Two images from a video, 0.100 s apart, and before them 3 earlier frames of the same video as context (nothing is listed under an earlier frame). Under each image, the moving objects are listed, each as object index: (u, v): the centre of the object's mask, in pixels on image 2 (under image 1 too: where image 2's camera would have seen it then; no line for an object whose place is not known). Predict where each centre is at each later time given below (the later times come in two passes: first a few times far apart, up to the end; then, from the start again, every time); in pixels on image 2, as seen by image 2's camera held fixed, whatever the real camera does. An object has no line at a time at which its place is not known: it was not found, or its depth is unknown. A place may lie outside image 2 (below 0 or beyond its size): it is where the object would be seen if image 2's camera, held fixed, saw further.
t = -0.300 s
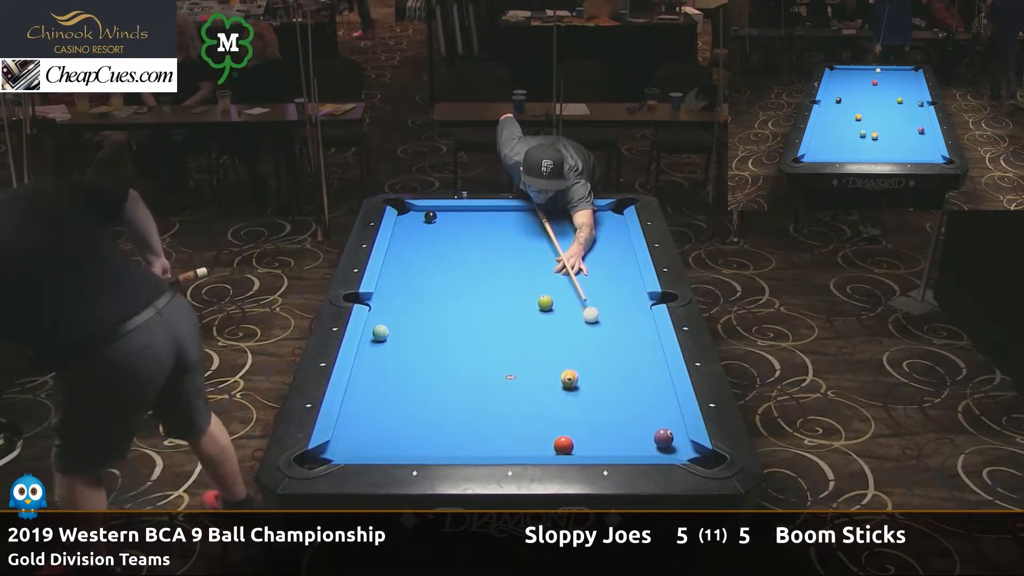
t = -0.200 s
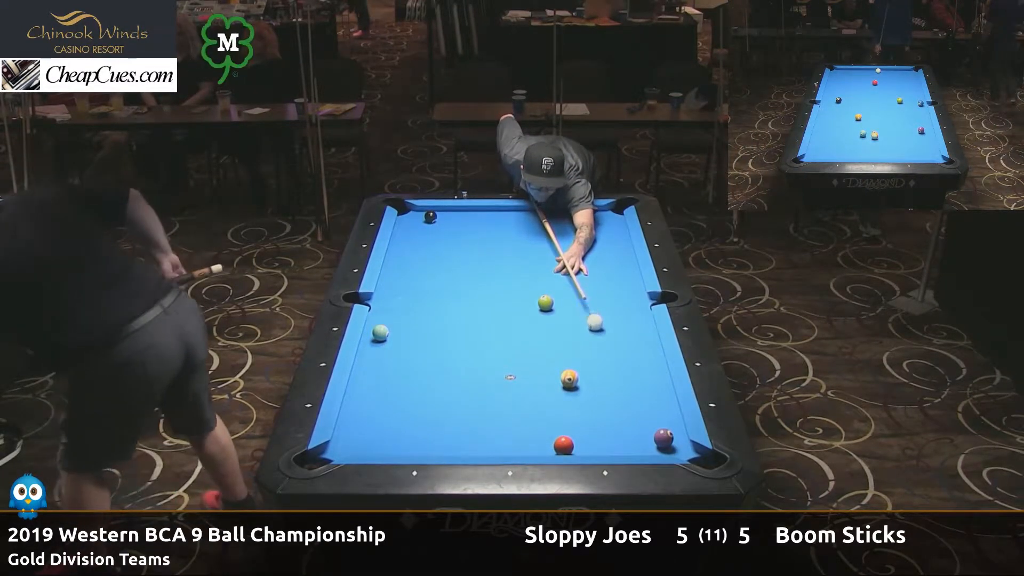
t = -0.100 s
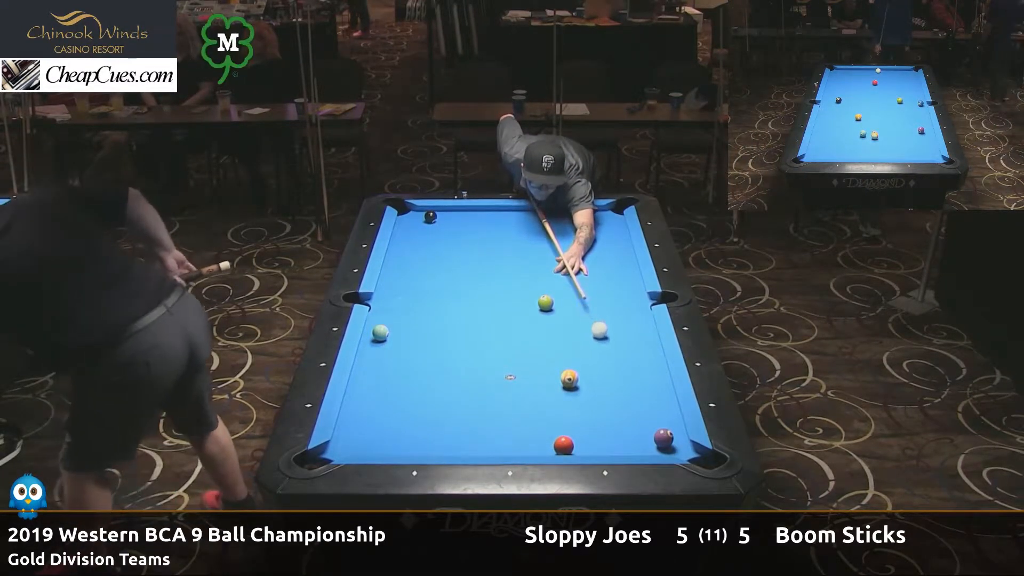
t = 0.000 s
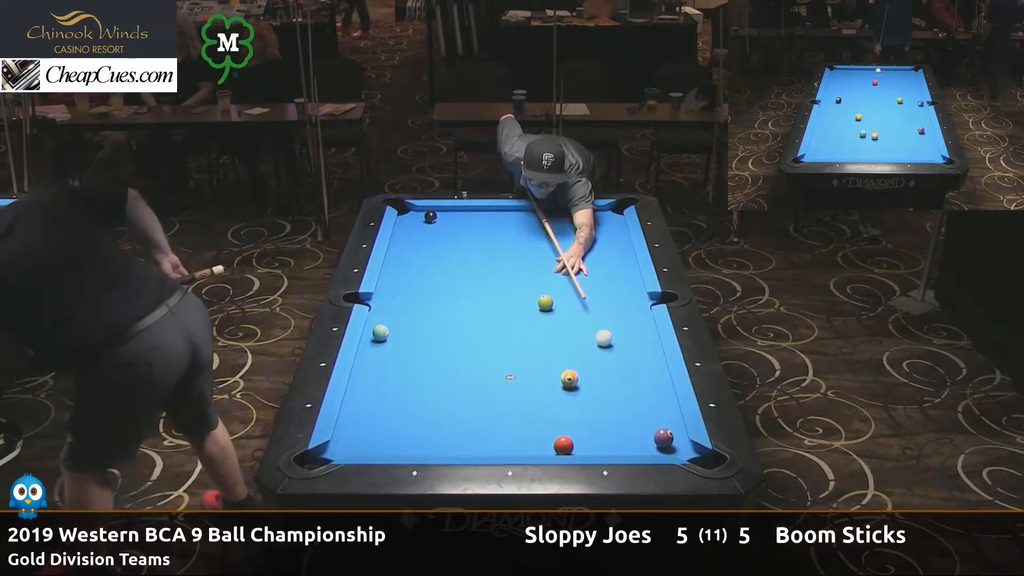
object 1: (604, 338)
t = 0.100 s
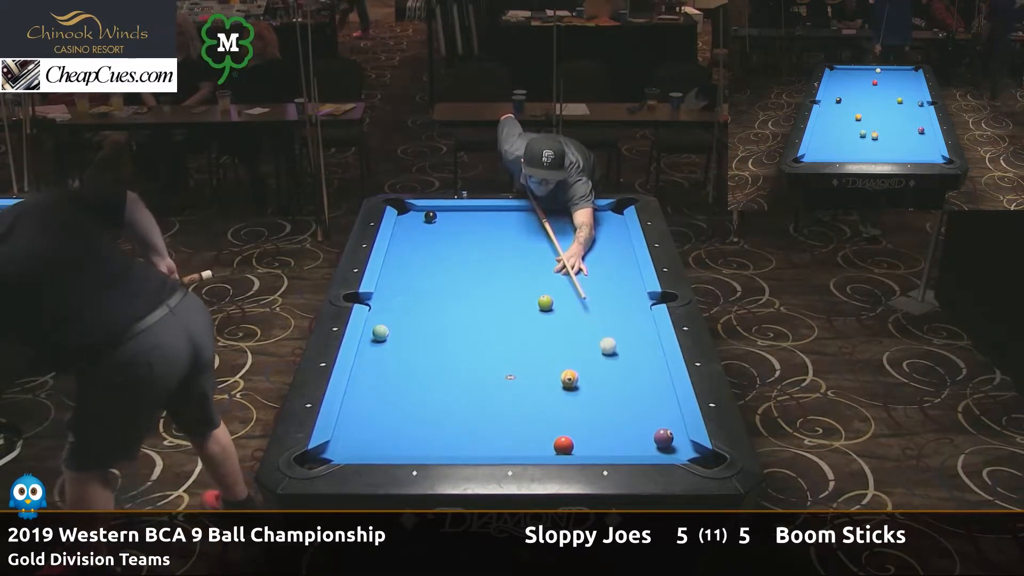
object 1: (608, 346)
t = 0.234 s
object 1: (614, 357)
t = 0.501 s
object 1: (627, 379)
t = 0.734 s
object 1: (638, 399)
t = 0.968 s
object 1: (649, 420)
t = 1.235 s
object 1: (652, 432)
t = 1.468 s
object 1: (651, 436)
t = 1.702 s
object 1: (650, 440)
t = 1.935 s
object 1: (649, 443)
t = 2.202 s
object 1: (648, 445)
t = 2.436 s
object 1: (647, 446)
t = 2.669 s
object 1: (647, 446)
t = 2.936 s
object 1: (647, 447)
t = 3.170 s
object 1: (647, 447)
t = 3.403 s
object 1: (647, 447)
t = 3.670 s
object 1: (647, 447)
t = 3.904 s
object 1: (647, 447)
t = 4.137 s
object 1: (647, 447)
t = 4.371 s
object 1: (647, 447)
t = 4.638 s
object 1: (647, 447)
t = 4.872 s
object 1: (647, 446)
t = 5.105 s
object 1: (647, 447)
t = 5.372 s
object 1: (647, 446)
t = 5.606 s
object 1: (647, 446)
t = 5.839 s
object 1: (647, 447)
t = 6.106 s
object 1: (647, 447)
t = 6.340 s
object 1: (647, 447)
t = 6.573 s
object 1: (647, 447)
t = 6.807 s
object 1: (647, 447)
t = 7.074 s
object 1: (647, 447)
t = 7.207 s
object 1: (647, 447)
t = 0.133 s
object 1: (609, 349)
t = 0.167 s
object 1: (611, 351)
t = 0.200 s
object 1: (612, 354)
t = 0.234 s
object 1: (614, 357)
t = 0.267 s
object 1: (615, 360)
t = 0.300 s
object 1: (617, 362)
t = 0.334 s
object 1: (619, 365)
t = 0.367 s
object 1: (620, 368)
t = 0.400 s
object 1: (622, 371)
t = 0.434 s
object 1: (624, 373)
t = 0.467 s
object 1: (625, 376)
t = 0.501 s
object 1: (627, 379)
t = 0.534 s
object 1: (628, 382)
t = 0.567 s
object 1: (630, 385)
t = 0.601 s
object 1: (631, 388)
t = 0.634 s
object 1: (633, 391)
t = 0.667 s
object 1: (634, 394)
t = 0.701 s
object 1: (636, 396)
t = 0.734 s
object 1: (638, 399)
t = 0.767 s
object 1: (640, 402)
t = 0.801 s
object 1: (641, 405)
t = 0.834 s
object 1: (642, 408)
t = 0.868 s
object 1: (644, 411)
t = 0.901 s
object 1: (646, 414)
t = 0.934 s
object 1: (648, 417)
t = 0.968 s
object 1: (649, 420)
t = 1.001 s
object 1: (651, 423)
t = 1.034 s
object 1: (652, 425)
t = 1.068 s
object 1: (653, 427)
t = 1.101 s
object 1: (653, 428)
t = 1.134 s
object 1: (653, 429)
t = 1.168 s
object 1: (653, 430)
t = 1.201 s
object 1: (653, 431)
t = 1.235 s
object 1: (652, 432)
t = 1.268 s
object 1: (652, 432)
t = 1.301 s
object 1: (652, 433)
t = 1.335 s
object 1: (652, 434)
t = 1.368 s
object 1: (652, 434)
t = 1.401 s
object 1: (651, 435)
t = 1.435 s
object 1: (651, 436)
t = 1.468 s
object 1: (651, 436)
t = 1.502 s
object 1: (651, 437)
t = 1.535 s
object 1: (650, 437)
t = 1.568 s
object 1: (650, 438)
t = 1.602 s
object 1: (650, 438)
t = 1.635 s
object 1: (650, 439)
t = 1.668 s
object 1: (650, 440)
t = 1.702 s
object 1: (650, 440)
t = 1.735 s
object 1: (649, 441)
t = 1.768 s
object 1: (649, 441)
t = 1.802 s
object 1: (649, 441)
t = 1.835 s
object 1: (649, 442)
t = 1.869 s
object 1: (649, 443)
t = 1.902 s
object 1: (649, 443)
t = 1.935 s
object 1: (649, 443)
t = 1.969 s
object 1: (649, 444)
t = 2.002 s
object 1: (649, 444)
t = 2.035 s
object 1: (649, 444)
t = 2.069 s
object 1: (648, 444)
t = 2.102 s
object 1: (648, 445)
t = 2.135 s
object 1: (648, 445)
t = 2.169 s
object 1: (648, 445)
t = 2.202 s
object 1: (648, 445)
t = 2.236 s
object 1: (648, 445)
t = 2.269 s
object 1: (648, 445)
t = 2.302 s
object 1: (648, 446)
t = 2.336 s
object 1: (648, 446)
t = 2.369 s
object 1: (648, 446)
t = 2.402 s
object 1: (647, 446)
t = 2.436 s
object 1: (647, 446)
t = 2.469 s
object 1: (647, 446)
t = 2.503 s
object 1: (647, 446)
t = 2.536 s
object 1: (647, 446)
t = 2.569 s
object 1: (647, 446)
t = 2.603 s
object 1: (647, 446)
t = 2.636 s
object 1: (647, 446)
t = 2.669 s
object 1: (647, 446)
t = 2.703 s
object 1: (647, 446)
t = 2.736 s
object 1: (647, 446)
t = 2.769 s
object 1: (647, 446)
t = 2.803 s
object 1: (647, 447)
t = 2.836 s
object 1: (647, 447)
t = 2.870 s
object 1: (647, 447)
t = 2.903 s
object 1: (647, 447)
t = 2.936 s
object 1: (647, 447)
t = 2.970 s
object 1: (647, 447)
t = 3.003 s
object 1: (647, 447)
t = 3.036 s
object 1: (647, 447)
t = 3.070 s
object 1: (647, 447)
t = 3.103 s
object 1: (647, 447)
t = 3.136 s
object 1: (647, 447)
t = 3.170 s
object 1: (647, 447)
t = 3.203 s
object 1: (647, 447)
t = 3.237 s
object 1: (647, 447)
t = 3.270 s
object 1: (647, 447)
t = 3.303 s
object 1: (647, 447)
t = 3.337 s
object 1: (647, 447)
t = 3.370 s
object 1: (647, 446)
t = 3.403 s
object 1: (647, 447)
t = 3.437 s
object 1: (647, 447)
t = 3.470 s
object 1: (647, 447)
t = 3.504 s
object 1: (647, 447)
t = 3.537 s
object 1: (647, 446)
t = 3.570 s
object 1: (647, 446)
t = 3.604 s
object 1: (647, 447)
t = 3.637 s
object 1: (647, 447)
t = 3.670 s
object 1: (647, 447)
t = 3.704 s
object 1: (647, 446)
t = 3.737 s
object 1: (647, 446)
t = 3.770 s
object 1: (647, 446)
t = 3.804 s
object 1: (647, 447)
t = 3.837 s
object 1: (647, 446)
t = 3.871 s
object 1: (647, 446)
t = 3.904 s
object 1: (647, 447)
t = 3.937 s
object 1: (647, 447)
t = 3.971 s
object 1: (647, 447)
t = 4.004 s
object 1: (647, 447)
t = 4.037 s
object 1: (647, 447)
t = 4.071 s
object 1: (647, 447)
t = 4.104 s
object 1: (647, 447)
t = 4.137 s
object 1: (647, 447)
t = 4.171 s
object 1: (647, 447)
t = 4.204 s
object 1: (647, 447)
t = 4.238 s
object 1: (647, 447)
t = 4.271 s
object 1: (647, 447)
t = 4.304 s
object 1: (647, 447)
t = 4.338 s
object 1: (647, 447)
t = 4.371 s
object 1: (647, 447)
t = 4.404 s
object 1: (647, 447)
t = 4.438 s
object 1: (647, 447)
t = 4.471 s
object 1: (647, 447)
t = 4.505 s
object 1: (647, 447)
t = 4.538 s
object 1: (647, 447)
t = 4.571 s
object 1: (647, 447)
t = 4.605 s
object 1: (647, 447)
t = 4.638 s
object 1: (647, 447)
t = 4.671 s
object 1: (647, 446)
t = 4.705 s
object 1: (647, 447)
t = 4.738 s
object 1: (647, 447)
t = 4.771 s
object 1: (647, 447)
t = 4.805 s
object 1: (647, 447)
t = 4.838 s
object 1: (647, 446)
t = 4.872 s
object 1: (647, 446)
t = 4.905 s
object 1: (647, 446)
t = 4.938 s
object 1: (647, 447)
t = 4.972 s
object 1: (647, 446)
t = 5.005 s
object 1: (647, 446)
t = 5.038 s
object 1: (647, 446)
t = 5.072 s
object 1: (647, 446)
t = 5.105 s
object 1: (647, 447)
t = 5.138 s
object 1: (647, 446)
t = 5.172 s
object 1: (647, 446)
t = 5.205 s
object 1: (647, 446)
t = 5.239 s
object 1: (647, 446)
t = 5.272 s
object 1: (647, 446)
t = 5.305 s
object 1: (647, 446)
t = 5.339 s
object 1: (647, 446)
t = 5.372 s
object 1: (647, 446)
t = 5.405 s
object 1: (647, 446)
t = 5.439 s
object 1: (647, 446)
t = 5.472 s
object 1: (647, 446)
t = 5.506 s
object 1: (647, 447)
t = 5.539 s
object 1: (647, 447)
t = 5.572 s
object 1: (647, 447)
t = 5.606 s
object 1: (647, 446)
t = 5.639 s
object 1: (647, 446)
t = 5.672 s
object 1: (647, 446)
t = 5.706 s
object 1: (647, 447)
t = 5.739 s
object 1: (647, 447)
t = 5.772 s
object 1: (647, 447)
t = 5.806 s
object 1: (647, 447)
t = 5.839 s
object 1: (647, 447)
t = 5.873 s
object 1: (647, 447)
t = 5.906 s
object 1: (647, 447)
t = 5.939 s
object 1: (647, 447)
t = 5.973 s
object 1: (647, 447)
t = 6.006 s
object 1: (647, 447)
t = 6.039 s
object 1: (647, 447)
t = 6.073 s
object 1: (647, 447)
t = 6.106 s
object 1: (647, 447)
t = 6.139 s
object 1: (647, 447)
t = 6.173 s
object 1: (647, 447)
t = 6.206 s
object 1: (647, 447)
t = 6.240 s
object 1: (647, 447)
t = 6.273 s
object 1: (647, 447)
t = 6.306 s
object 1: (647, 447)
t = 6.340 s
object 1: (647, 447)
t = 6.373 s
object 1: (647, 447)
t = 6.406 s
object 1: (647, 447)
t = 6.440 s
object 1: (647, 447)
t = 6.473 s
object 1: (647, 447)
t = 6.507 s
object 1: (647, 447)
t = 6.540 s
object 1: (647, 447)
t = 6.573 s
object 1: (647, 447)
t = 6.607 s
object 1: (647, 447)
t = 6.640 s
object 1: (647, 447)
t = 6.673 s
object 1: (647, 447)
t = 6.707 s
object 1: (647, 447)
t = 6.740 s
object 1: (647, 447)
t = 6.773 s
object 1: (647, 447)
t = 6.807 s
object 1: (647, 447)
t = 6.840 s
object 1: (647, 447)
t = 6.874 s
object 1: (647, 447)
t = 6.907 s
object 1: (647, 447)
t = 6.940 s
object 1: (647, 447)
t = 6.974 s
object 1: (647, 447)
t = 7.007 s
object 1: (647, 447)
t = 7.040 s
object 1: (647, 447)
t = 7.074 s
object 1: (647, 447)
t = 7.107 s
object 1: (647, 447)
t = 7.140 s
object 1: (647, 447)
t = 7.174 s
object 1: (647, 447)
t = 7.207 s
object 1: (647, 447)
